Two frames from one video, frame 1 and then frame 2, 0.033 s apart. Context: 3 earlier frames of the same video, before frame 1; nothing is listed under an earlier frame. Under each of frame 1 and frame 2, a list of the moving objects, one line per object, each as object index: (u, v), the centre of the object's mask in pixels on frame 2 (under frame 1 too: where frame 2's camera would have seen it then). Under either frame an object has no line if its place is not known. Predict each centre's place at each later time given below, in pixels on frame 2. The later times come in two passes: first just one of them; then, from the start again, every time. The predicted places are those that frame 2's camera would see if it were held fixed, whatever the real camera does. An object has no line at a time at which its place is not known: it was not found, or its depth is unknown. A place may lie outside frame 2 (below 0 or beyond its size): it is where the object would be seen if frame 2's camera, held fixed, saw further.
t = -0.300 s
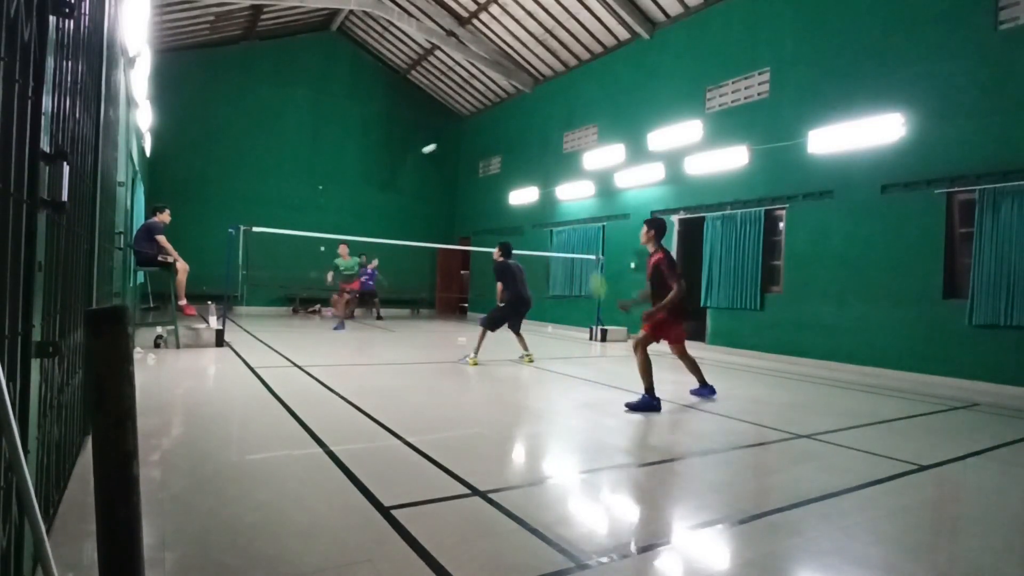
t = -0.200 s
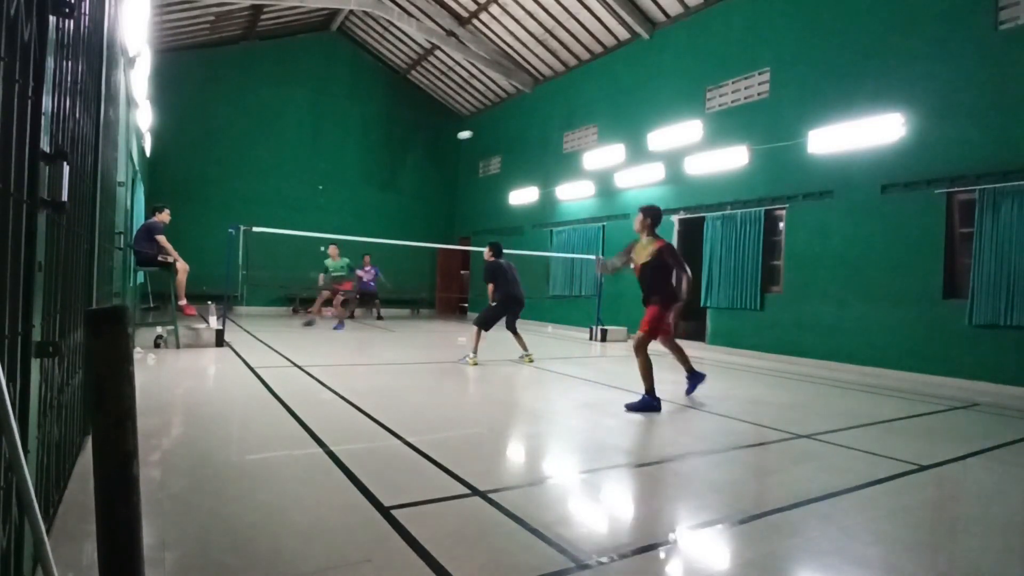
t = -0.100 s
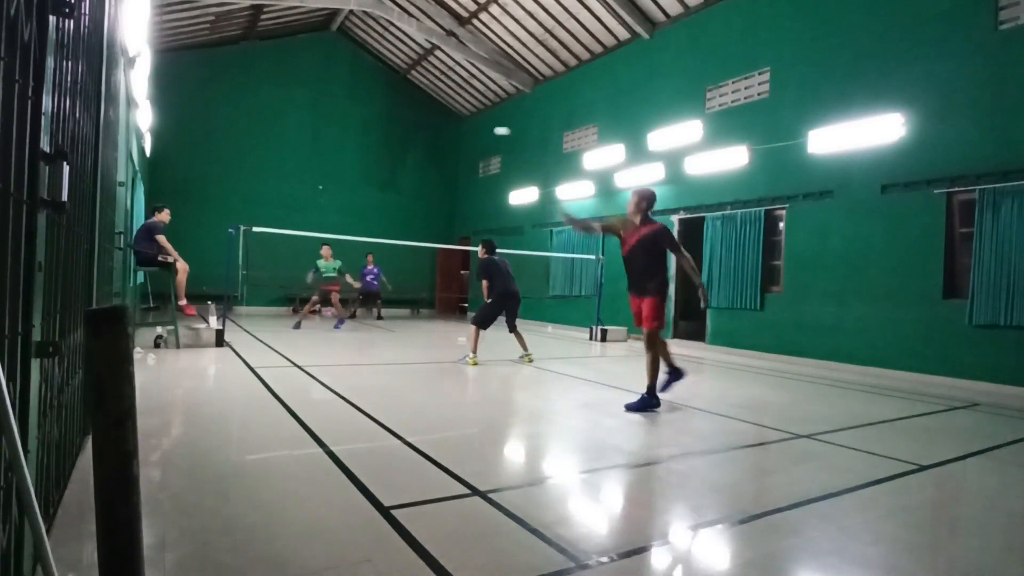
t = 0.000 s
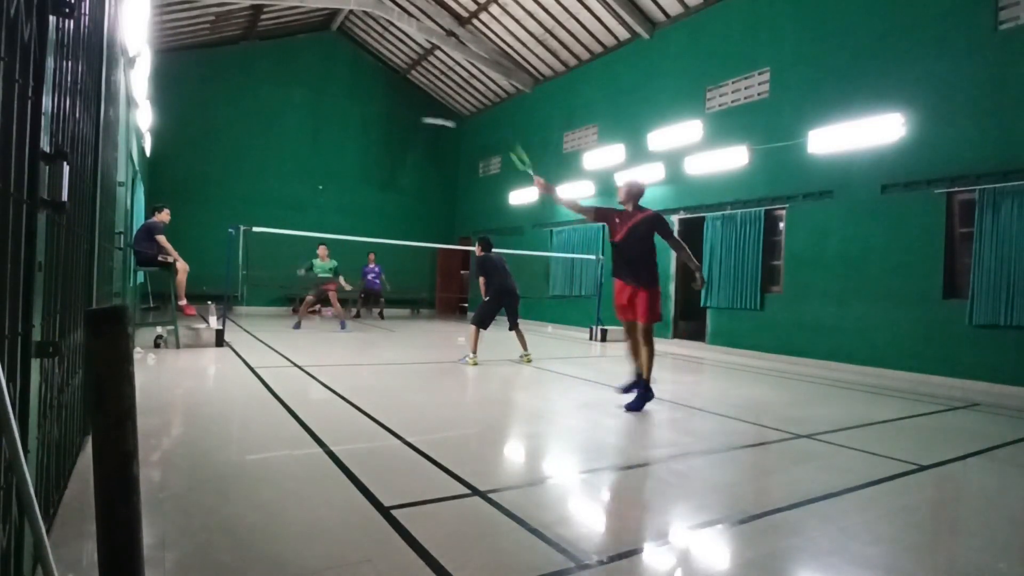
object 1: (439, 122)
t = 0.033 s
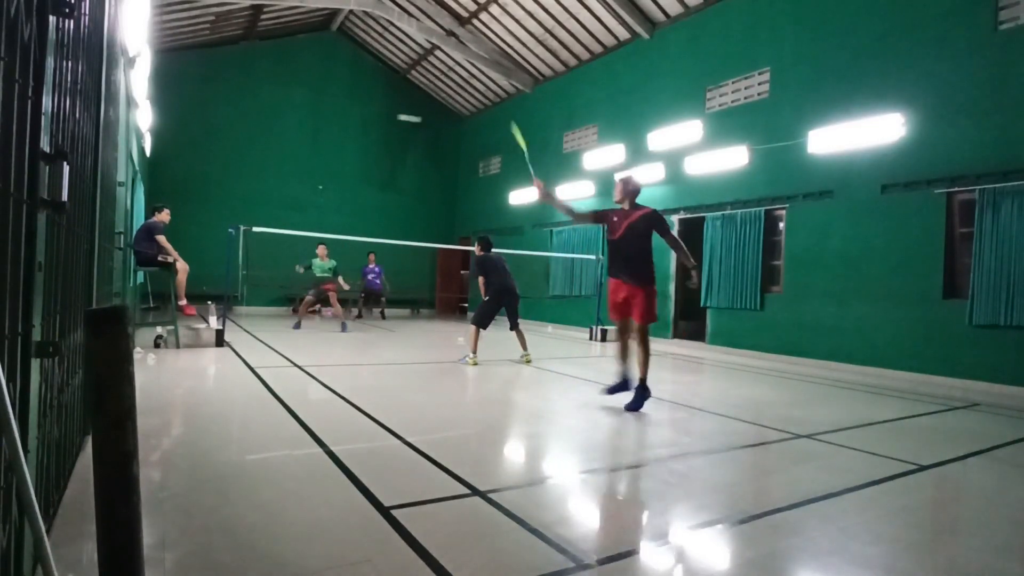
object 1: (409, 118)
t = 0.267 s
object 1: (331, 120)
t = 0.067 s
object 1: (389, 116)
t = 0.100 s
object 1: (374, 115)
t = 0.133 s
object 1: (362, 115)
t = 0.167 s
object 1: (352, 115)
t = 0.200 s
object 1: (344, 117)
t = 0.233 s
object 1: (337, 118)
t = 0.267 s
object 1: (331, 120)
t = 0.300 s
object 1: (325, 123)
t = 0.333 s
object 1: (320, 126)
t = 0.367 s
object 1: (316, 129)
